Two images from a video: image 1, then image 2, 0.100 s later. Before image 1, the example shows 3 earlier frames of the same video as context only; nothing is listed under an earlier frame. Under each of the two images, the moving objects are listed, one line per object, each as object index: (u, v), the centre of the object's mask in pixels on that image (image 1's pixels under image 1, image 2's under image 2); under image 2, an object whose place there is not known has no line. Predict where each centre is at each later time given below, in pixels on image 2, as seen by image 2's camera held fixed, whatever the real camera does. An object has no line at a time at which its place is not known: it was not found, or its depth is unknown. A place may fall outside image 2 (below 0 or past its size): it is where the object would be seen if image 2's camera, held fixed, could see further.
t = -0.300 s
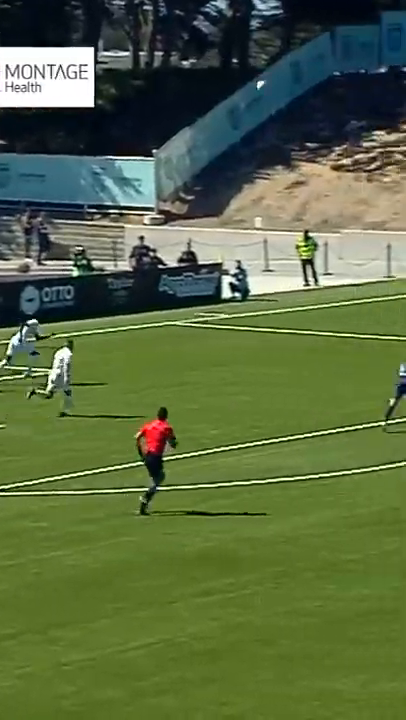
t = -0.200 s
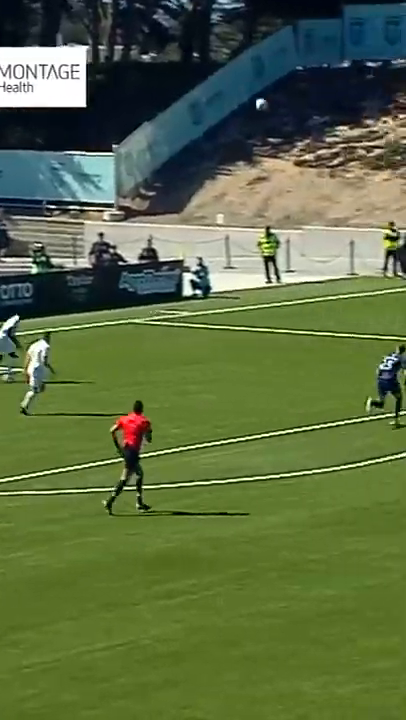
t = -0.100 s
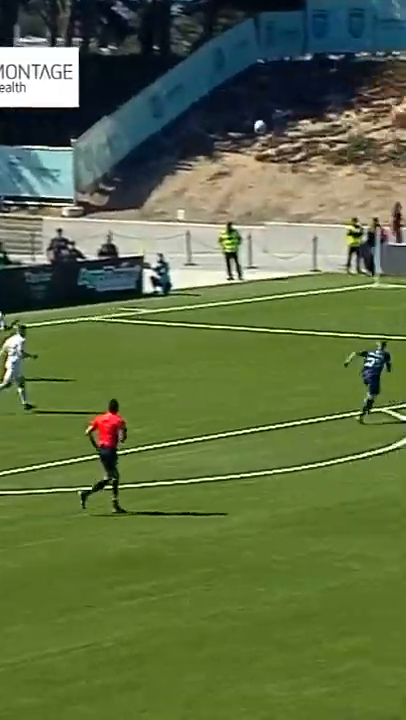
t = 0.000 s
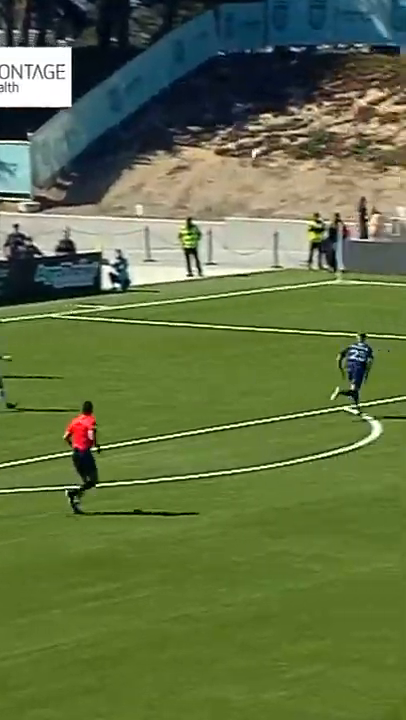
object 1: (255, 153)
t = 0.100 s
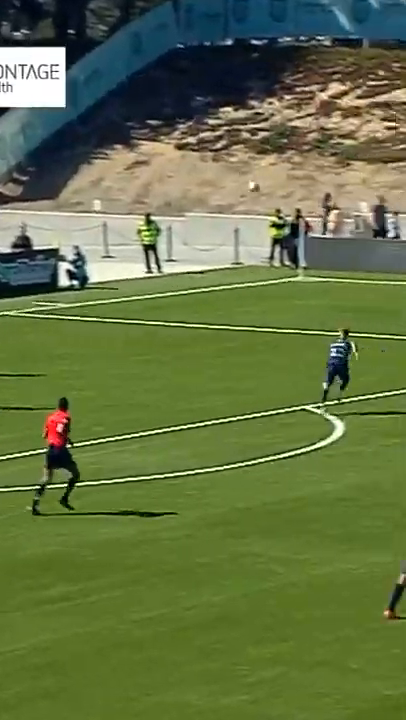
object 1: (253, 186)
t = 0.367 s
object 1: (343, 309)
